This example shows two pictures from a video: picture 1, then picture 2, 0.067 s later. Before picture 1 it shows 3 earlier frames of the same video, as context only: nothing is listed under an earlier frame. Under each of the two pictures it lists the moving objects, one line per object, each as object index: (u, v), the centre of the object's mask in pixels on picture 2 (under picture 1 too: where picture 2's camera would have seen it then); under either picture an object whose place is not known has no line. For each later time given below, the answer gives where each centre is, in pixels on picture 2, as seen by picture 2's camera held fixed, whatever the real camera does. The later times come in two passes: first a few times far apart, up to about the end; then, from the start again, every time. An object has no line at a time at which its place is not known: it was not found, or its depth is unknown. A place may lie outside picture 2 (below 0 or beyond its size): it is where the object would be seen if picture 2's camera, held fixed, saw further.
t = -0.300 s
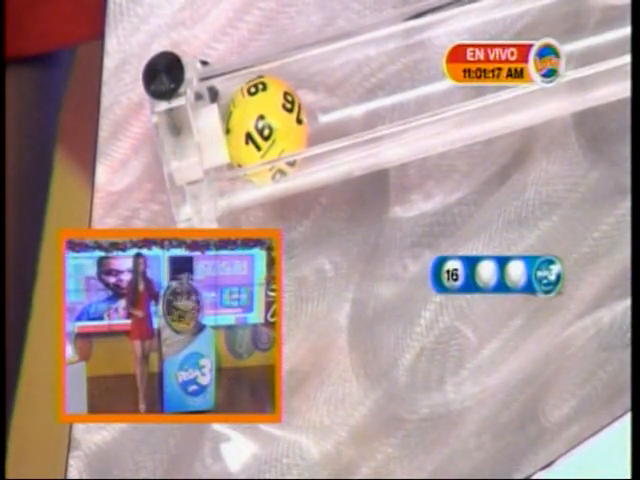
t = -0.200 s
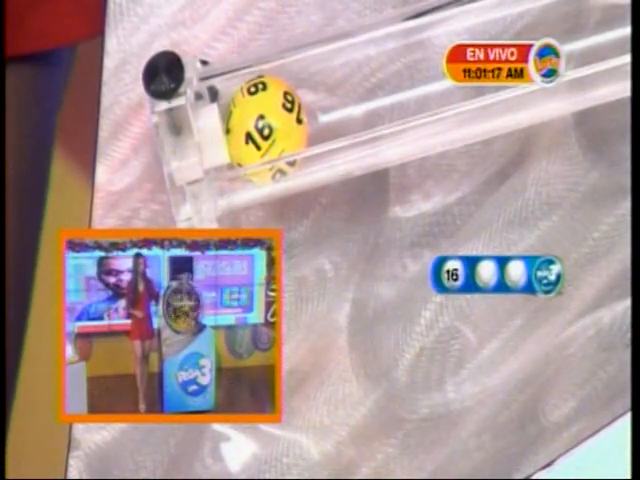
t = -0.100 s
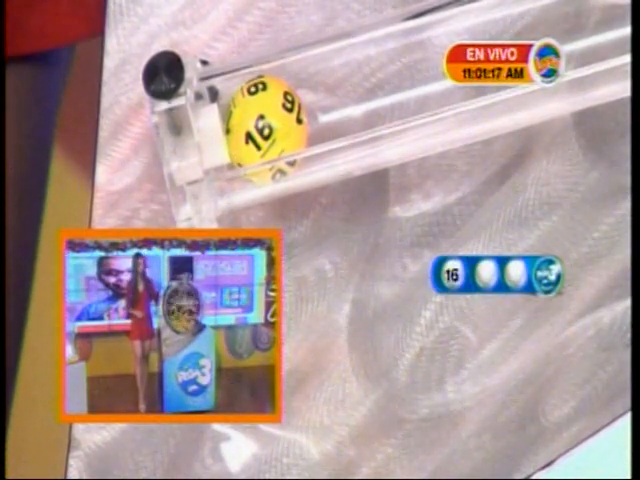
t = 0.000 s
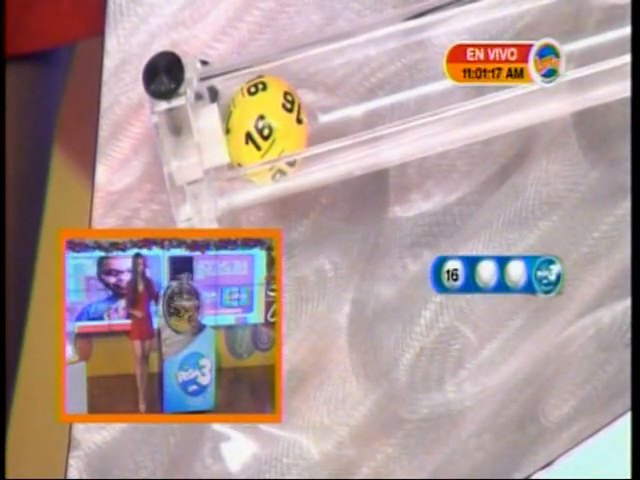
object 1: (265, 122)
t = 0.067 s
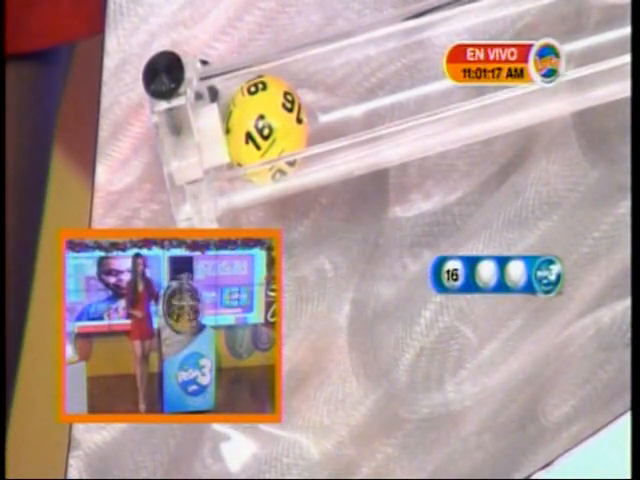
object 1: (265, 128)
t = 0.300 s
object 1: (265, 122)
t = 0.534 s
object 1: (283, 118)
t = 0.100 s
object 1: (265, 122)
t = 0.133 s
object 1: (264, 121)
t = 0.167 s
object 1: (264, 122)
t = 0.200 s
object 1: (265, 122)
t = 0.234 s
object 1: (264, 122)
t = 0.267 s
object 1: (265, 122)
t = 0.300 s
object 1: (265, 122)
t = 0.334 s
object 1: (265, 123)
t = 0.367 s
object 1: (264, 122)
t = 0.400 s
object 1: (264, 122)
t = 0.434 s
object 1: (264, 122)
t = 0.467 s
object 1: (264, 122)
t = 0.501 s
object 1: (266, 121)
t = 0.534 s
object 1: (283, 118)
